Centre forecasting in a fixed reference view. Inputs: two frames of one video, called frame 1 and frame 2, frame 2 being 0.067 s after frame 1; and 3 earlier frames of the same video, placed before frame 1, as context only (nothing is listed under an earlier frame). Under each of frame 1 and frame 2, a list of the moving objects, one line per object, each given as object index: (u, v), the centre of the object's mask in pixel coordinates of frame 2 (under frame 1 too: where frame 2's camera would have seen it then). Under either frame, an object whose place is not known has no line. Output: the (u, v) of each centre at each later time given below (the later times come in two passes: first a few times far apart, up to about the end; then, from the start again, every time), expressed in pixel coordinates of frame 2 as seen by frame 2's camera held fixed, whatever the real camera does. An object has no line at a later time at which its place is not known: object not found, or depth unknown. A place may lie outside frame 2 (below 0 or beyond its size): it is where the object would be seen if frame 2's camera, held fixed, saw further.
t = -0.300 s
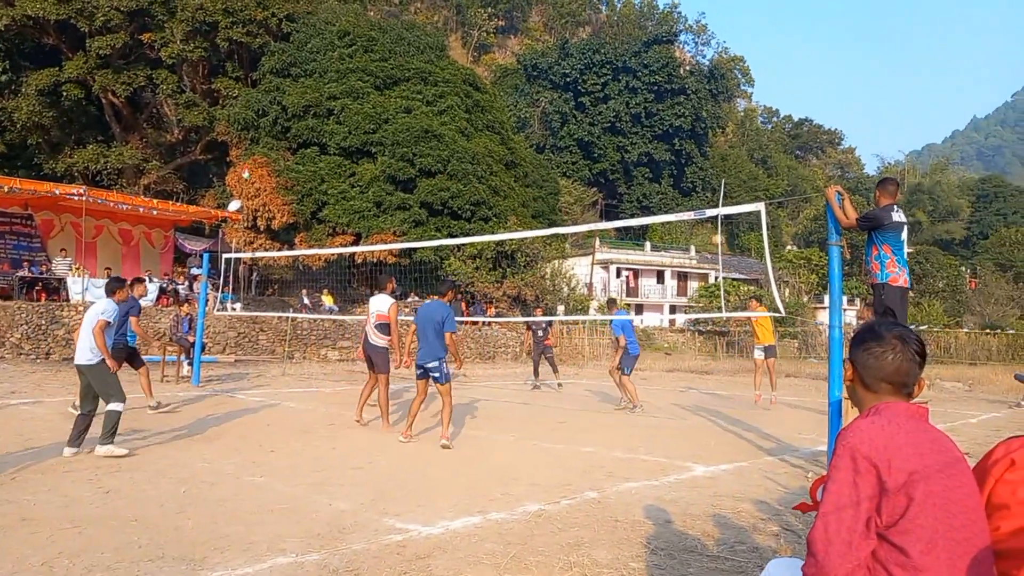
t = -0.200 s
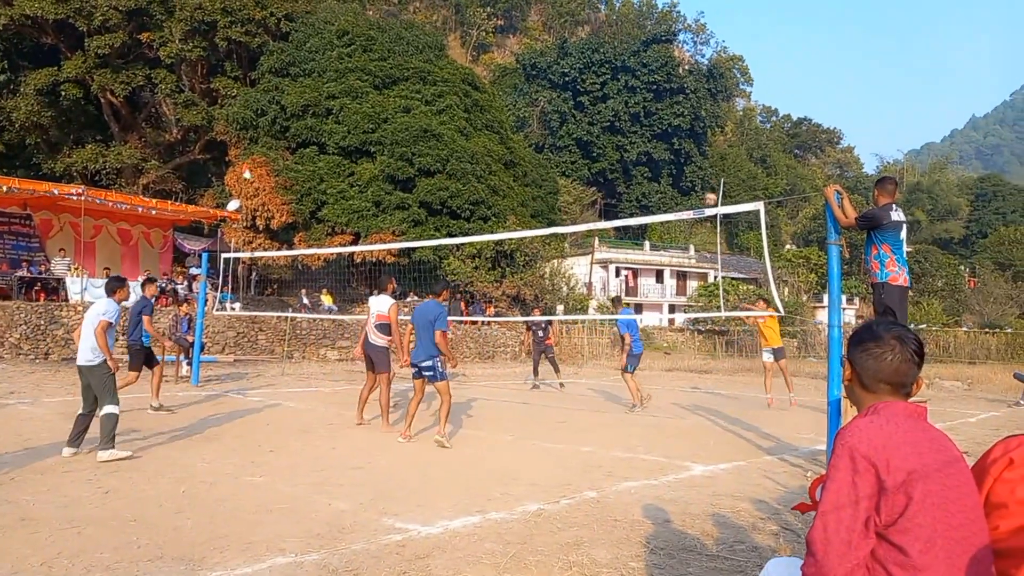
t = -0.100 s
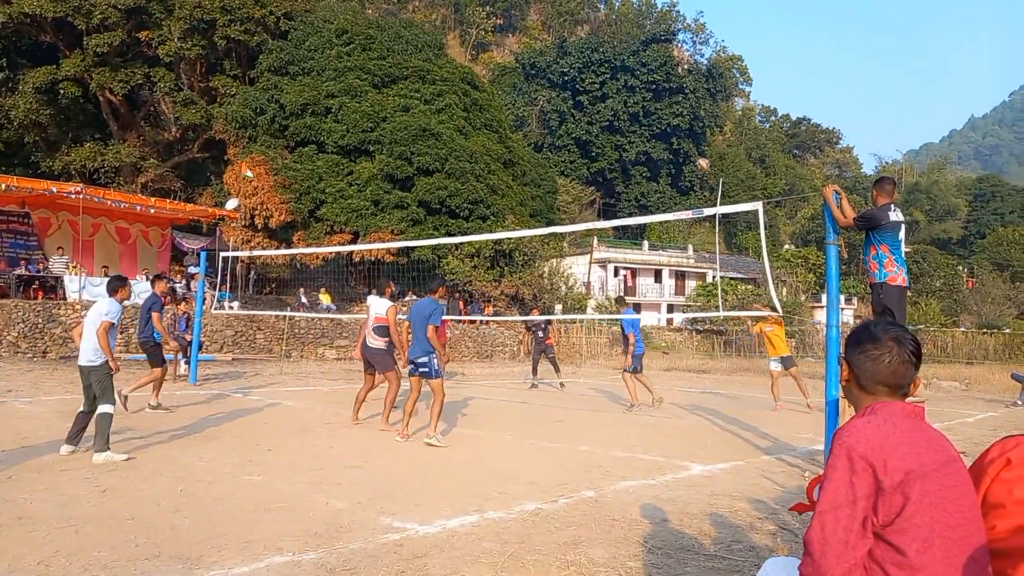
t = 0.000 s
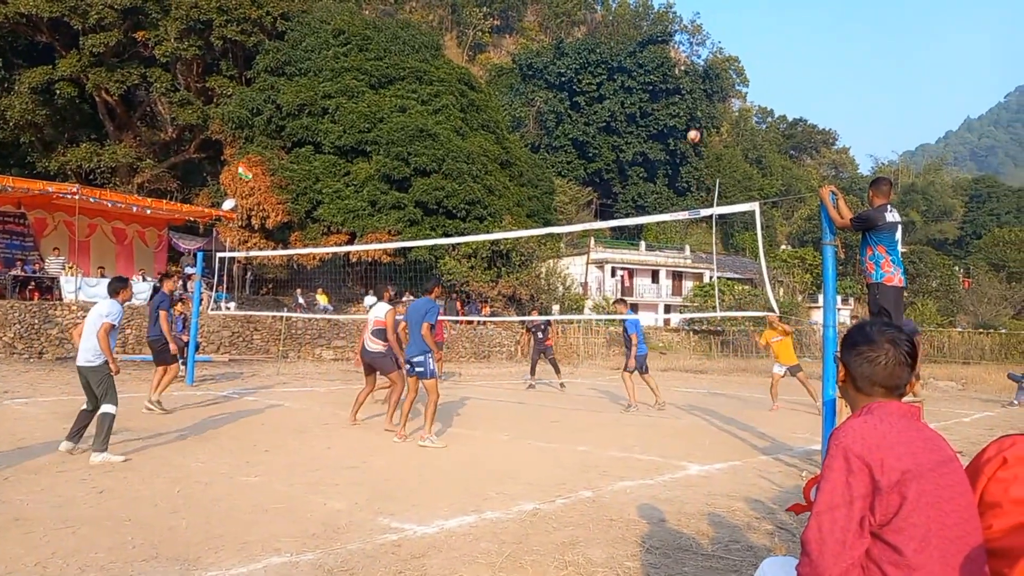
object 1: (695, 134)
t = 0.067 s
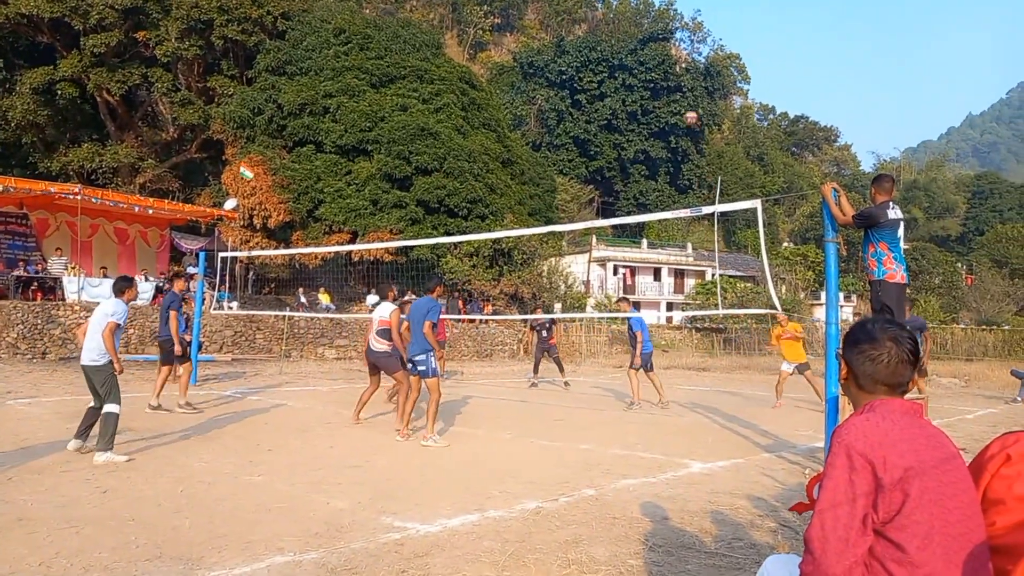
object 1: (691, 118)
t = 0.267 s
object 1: (678, 85)
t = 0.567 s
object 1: (657, 77)
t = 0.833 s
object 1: (638, 119)
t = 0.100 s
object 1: (688, 111)
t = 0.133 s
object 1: (686, 104)
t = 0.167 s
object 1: (684, 97)
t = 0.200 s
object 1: (683, 93)
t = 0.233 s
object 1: (680, 88)
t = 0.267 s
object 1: (678, 85)
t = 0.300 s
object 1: (675, 81)
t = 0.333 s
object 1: (673, 78)
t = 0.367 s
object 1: (671, 76)
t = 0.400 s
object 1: (670, 74)
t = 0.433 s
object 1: (666, 73)
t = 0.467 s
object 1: (664, 73)
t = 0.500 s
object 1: (662, 74)
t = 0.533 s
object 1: (661, 75)
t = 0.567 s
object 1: (657, 77)
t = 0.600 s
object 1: (655, 80)
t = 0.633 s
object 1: (652, 83)
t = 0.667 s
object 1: (650, 87)
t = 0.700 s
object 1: (648, 92)
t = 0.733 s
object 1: (646, 97)
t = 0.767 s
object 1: (644, 104)
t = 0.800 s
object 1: (641, 111)
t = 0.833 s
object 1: (638, 119)
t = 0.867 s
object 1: (635, 128)
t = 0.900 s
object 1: (633, 137)
